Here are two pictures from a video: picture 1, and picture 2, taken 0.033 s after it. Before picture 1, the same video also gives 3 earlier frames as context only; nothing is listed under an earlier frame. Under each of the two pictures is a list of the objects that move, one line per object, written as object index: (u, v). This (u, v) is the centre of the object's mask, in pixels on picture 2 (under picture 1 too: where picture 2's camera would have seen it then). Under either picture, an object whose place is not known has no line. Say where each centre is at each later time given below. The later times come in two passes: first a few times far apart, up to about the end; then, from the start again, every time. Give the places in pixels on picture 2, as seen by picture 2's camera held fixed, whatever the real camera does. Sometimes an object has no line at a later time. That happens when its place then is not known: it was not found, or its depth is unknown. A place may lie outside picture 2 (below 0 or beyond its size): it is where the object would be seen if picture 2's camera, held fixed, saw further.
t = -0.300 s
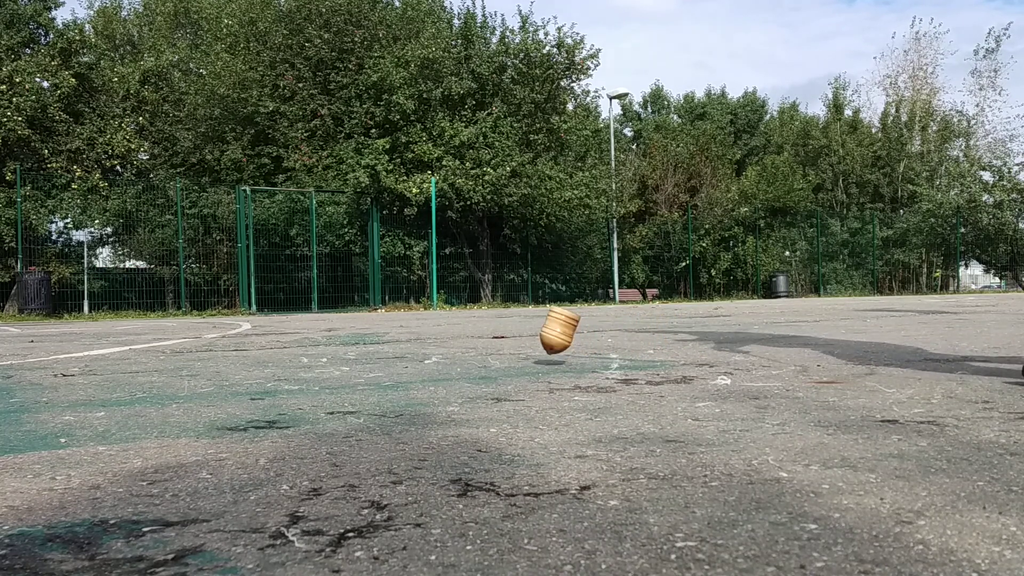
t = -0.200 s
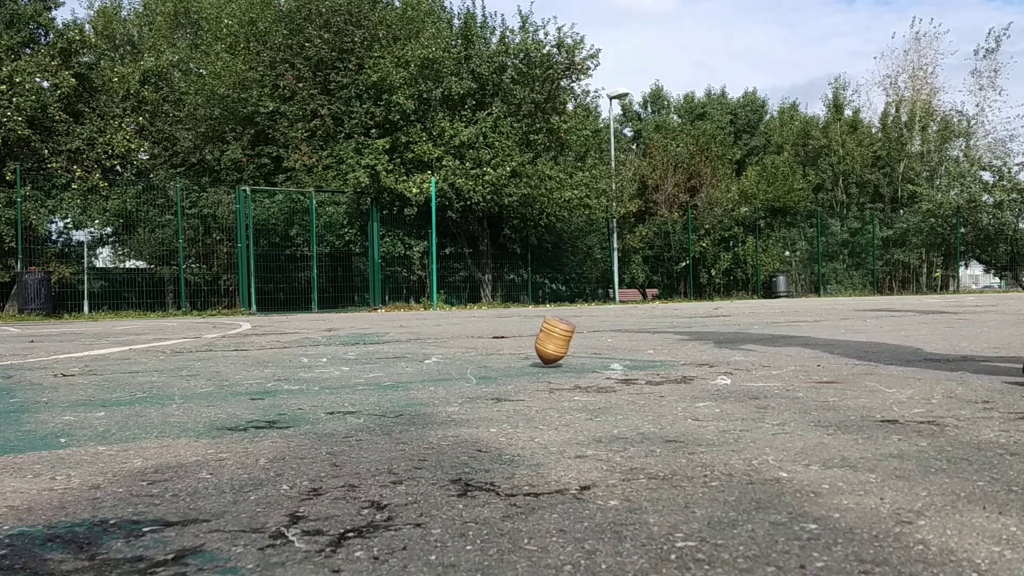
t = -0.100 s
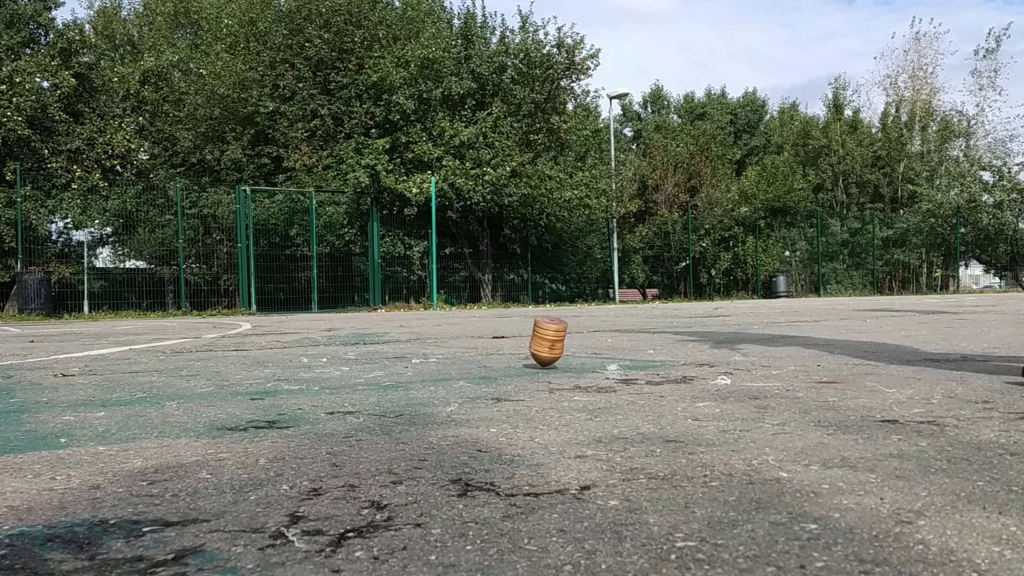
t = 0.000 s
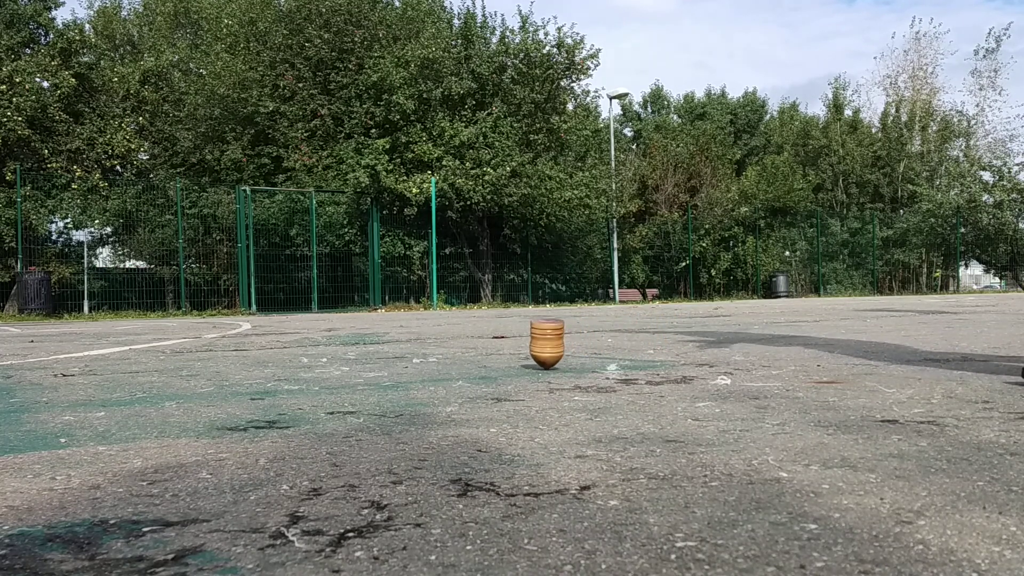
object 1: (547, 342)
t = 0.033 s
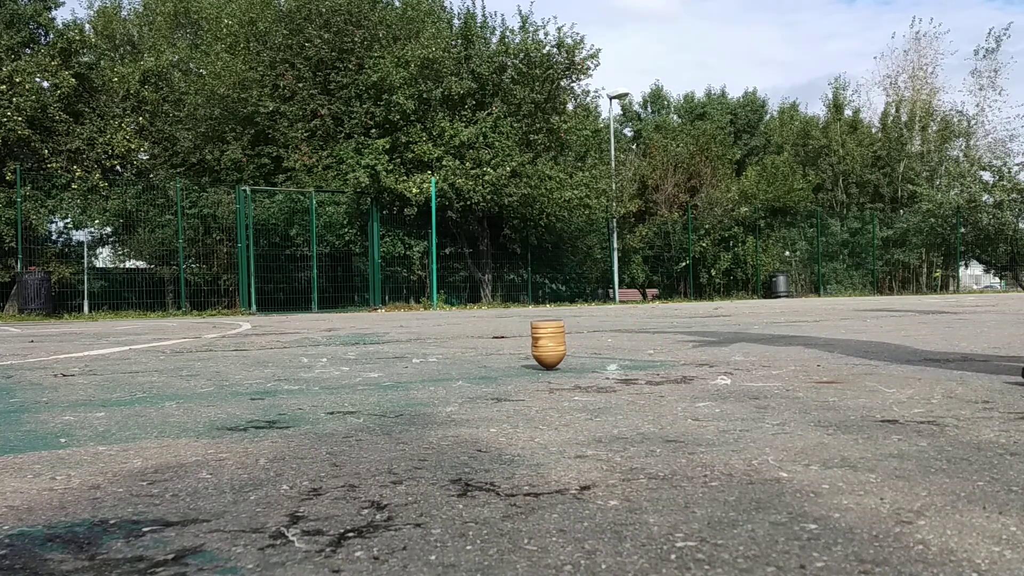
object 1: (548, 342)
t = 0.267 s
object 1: (561, 343)
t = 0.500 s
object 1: (570, 344)
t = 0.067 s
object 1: (549, 342)
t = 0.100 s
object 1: (551, 343)
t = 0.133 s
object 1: (553, 343)
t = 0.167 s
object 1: (555, 343)
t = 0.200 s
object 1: (557, 343)
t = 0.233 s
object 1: (560, 343)
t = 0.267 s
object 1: (561, 343)
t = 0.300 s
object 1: (563, 344)
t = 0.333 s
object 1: (564, 344)
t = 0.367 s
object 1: (565, 344)
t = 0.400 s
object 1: (567, 344)
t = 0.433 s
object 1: (567, 344)
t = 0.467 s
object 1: (569, 344)
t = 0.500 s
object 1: (570, 344)
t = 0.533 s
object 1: (571, 345)
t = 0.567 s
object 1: (572, 345)
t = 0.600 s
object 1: (572, 345)
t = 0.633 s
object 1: (572, 345)
